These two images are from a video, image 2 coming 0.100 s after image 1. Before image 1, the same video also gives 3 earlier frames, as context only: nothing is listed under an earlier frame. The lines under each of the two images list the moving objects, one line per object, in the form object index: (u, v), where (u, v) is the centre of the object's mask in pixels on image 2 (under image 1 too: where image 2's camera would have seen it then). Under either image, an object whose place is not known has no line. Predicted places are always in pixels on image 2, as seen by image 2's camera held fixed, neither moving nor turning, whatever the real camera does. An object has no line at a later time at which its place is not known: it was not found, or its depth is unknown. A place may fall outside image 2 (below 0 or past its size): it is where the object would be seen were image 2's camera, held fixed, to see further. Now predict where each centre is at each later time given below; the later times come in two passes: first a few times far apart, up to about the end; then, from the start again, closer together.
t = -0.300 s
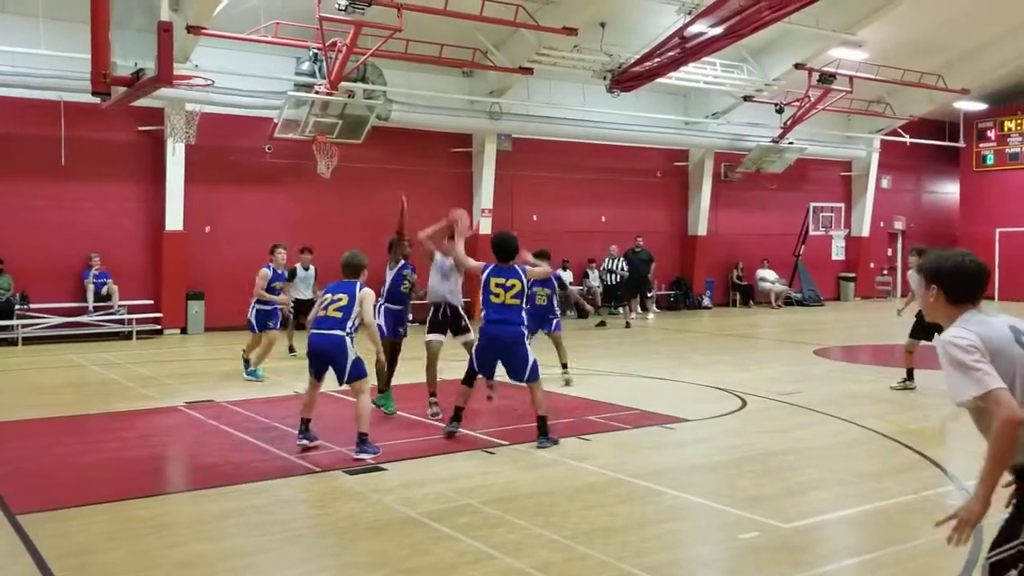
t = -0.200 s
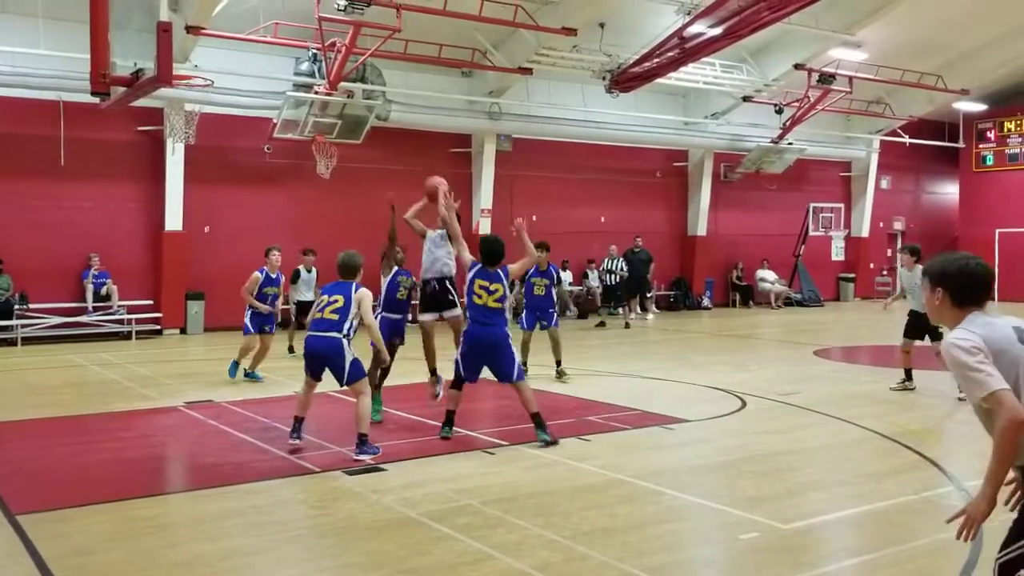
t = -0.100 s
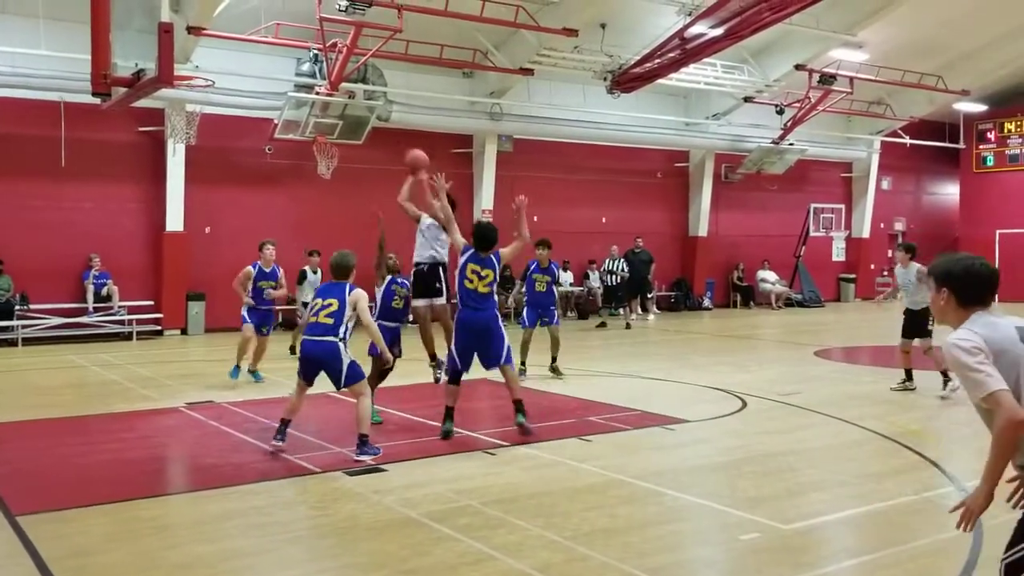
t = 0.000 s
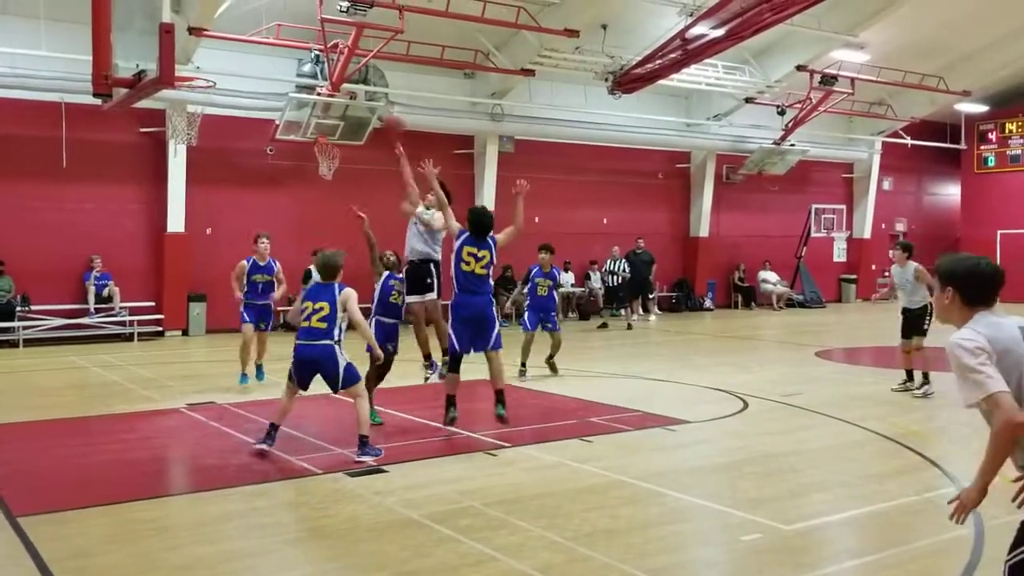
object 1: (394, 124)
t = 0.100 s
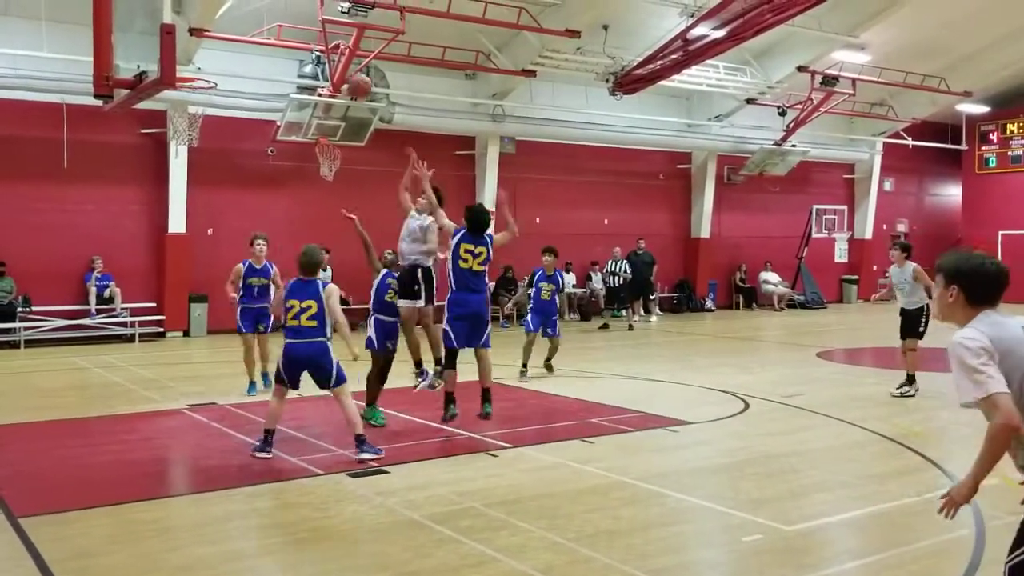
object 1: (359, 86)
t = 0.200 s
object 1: (325, 59)
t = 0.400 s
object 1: (250, 33)
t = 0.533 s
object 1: (198, 39)
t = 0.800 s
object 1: (200, 58)
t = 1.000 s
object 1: (257, 88)
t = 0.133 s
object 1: (349, 76)
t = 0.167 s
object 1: (337, 65)
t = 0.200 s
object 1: (325, 59)
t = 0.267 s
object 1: (300, 46)
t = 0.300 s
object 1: (288, 41)
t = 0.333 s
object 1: (275, 37)
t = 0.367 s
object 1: (264, 35)
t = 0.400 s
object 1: (250, 33)
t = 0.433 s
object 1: (238, 32)
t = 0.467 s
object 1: (225, 34)
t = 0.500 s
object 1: (210, 36)
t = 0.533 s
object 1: (198, 39)
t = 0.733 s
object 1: (184, 60)
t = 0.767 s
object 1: (190, 58)
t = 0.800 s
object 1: (200, 58)
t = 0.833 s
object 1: (209, 60)
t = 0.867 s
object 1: (219, 63)
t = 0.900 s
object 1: (229, 67)
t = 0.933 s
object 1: (238, 73)
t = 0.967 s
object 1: (247, 80)
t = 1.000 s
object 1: (257, 88)
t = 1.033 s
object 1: (266, 98)
